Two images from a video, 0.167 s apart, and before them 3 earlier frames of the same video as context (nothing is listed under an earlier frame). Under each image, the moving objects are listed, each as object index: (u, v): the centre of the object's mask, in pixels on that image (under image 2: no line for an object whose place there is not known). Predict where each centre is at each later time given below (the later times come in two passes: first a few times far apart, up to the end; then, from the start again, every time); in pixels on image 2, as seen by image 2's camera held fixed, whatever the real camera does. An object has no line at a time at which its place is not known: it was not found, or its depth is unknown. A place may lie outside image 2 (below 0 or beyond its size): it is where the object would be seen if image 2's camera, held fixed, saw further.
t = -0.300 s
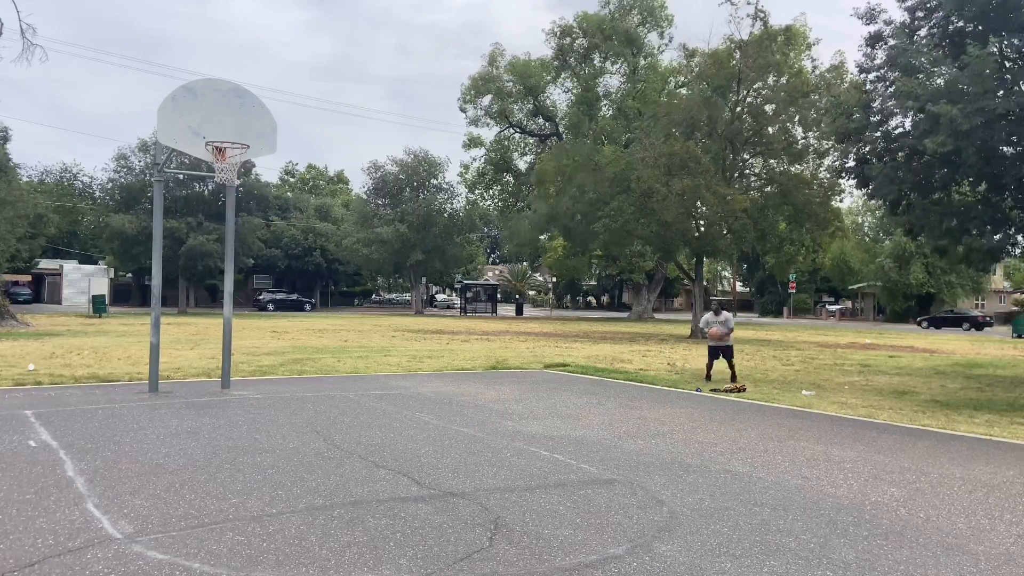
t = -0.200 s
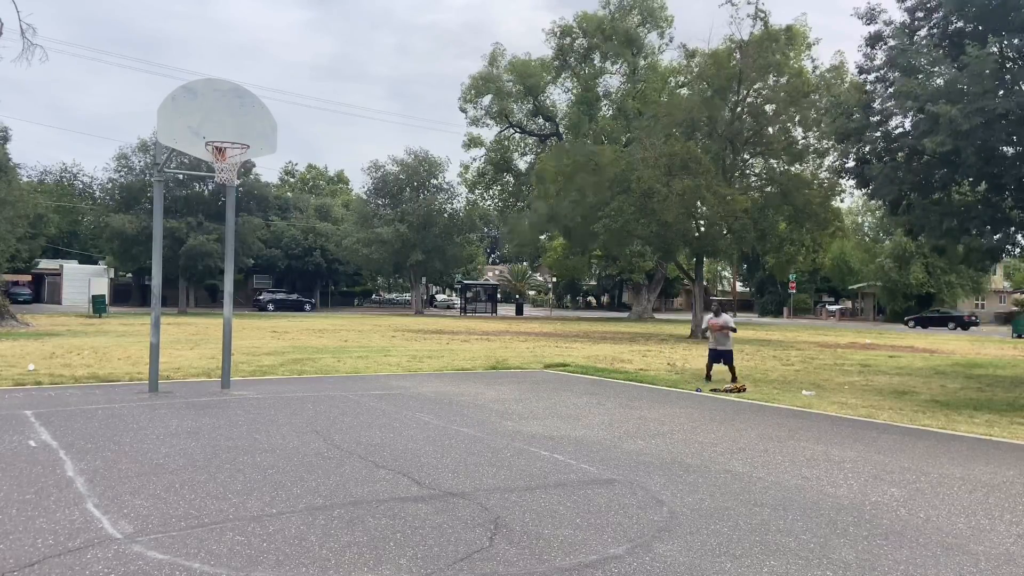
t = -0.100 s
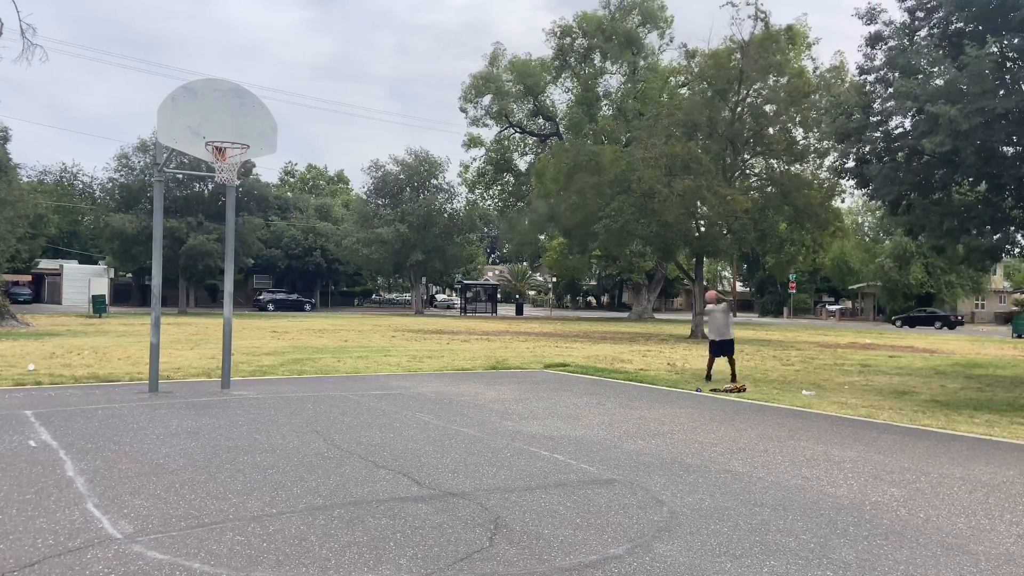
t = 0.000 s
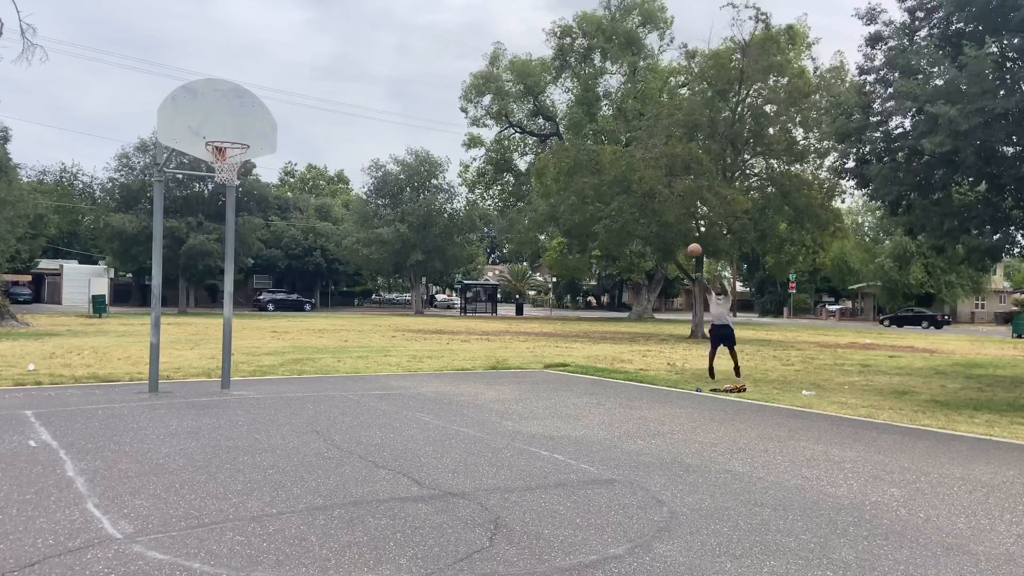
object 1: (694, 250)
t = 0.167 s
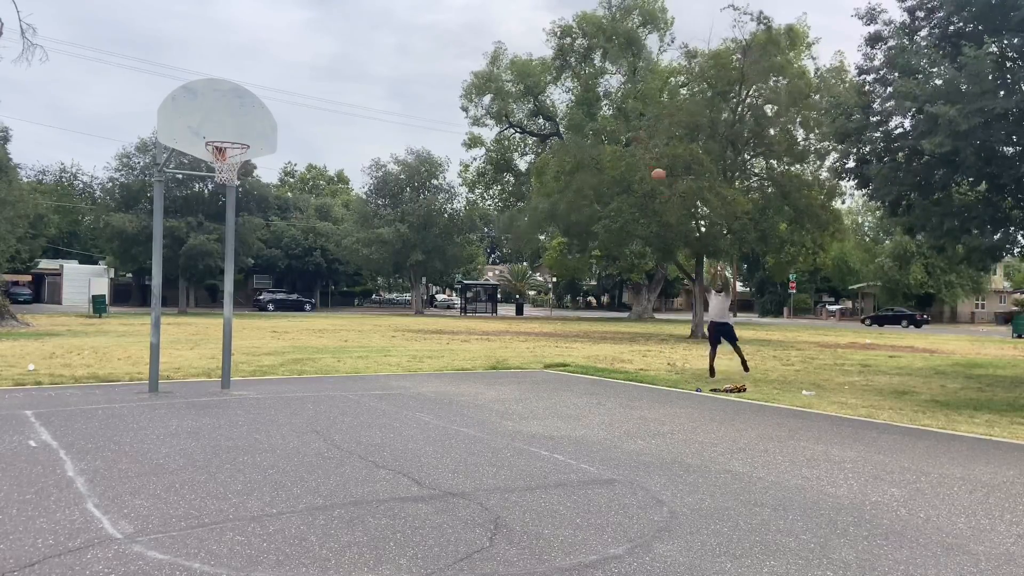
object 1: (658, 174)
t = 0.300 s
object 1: (629, 123)
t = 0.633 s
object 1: (547, 31)
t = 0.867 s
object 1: (481, 4)
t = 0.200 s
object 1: (653, 162)
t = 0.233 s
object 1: (644, 148)
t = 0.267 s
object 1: (637, 136)
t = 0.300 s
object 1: (629, 123)
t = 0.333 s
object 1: (621, 112)
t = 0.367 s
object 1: (613, 98)
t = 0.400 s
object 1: (606, 90)
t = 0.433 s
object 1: (597, 80)
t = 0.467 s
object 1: (589, 71)
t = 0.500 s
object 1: (581, 62)
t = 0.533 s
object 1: (573, 53)
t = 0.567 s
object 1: (565, 44)
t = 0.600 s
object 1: (556, 37)
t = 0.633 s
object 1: (547, 31)
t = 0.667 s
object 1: (537, 25)
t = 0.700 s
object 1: (528, 19)
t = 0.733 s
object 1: (519, 14)
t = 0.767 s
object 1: (510, 9)
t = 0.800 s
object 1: (500, 6)
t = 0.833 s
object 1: (491, 5)
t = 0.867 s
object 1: (481, 4)
